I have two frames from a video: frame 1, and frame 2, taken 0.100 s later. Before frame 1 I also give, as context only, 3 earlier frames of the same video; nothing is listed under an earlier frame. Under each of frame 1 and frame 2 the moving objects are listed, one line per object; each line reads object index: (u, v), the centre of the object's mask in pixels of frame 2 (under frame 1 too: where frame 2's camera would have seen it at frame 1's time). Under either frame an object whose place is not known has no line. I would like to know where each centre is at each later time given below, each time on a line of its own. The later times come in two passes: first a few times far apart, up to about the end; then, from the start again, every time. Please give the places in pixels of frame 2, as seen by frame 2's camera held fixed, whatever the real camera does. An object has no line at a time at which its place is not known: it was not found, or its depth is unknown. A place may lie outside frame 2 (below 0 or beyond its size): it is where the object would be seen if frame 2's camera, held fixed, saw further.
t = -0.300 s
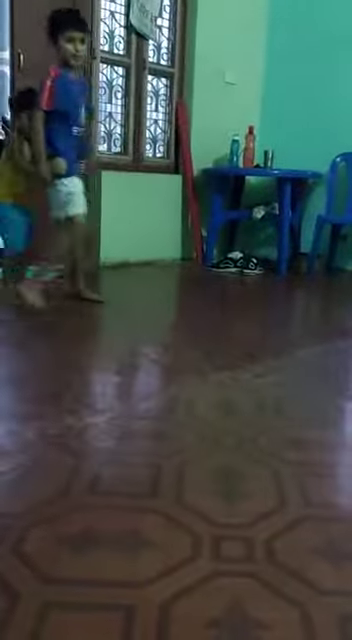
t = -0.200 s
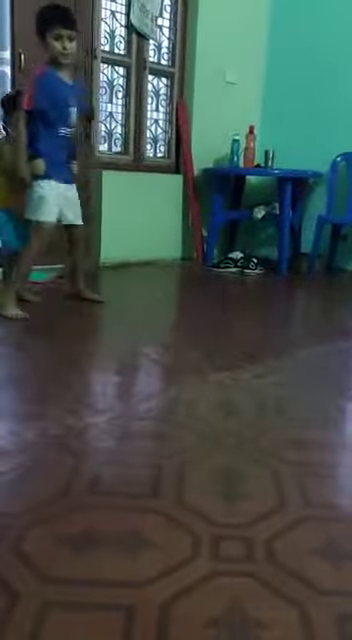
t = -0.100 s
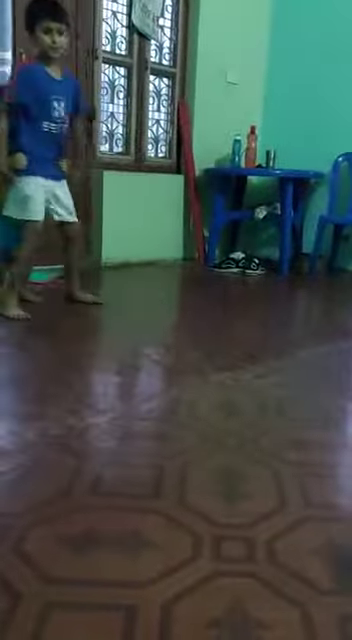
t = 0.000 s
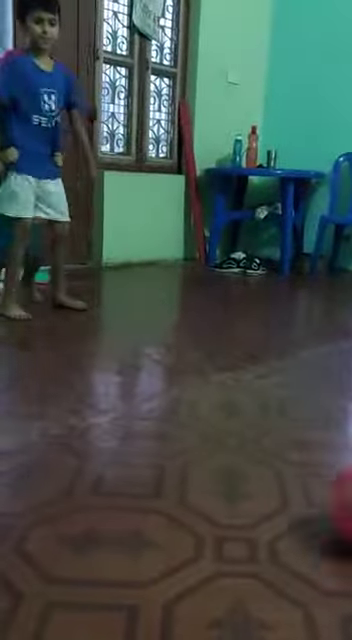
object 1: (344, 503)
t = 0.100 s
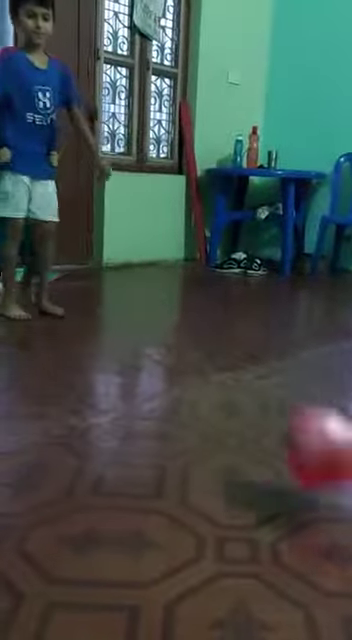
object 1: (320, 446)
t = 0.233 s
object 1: (259, 438)
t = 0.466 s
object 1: (182, 396)
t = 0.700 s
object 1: (131, 365)
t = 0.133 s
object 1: (304, 435)
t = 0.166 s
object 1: (288, 433)
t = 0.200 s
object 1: (274, 434)
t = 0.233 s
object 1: (259, 438)
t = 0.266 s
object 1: (245, 430)
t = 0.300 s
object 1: (234, 414)
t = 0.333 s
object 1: (222, 405)
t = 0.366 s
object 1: (213, 400)
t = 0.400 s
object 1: (202, 400)
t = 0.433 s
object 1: (192, 405)
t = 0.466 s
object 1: (182, 396)
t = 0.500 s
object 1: (174, 387)
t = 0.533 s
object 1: (167, 381)
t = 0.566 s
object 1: (157, 380)
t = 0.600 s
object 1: (151, 381)
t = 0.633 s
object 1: (144, 374)
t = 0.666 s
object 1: (138, 366)
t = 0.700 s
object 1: (131, 365)
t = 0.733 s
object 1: (124, 365)
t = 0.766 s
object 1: (120, 362)
